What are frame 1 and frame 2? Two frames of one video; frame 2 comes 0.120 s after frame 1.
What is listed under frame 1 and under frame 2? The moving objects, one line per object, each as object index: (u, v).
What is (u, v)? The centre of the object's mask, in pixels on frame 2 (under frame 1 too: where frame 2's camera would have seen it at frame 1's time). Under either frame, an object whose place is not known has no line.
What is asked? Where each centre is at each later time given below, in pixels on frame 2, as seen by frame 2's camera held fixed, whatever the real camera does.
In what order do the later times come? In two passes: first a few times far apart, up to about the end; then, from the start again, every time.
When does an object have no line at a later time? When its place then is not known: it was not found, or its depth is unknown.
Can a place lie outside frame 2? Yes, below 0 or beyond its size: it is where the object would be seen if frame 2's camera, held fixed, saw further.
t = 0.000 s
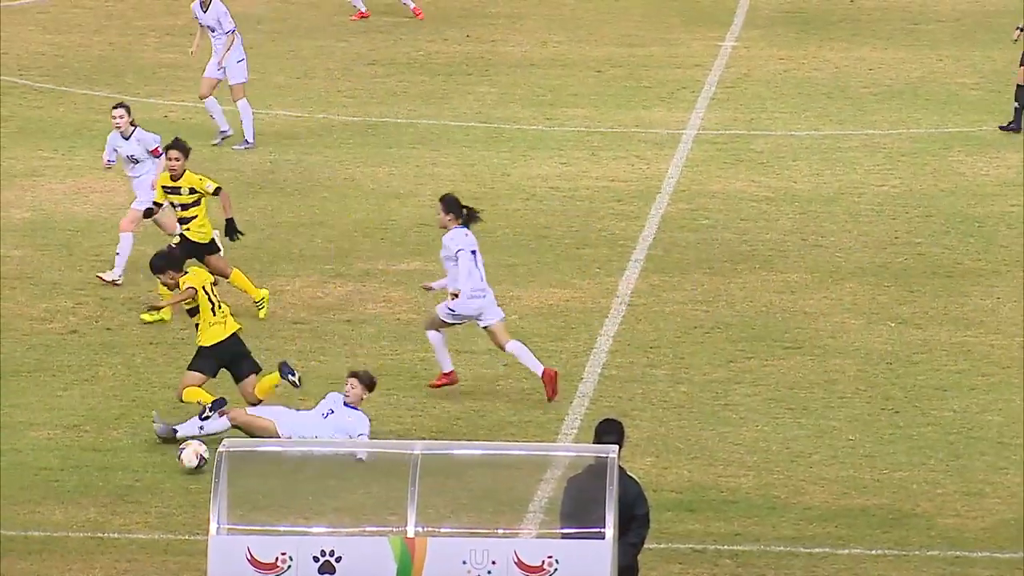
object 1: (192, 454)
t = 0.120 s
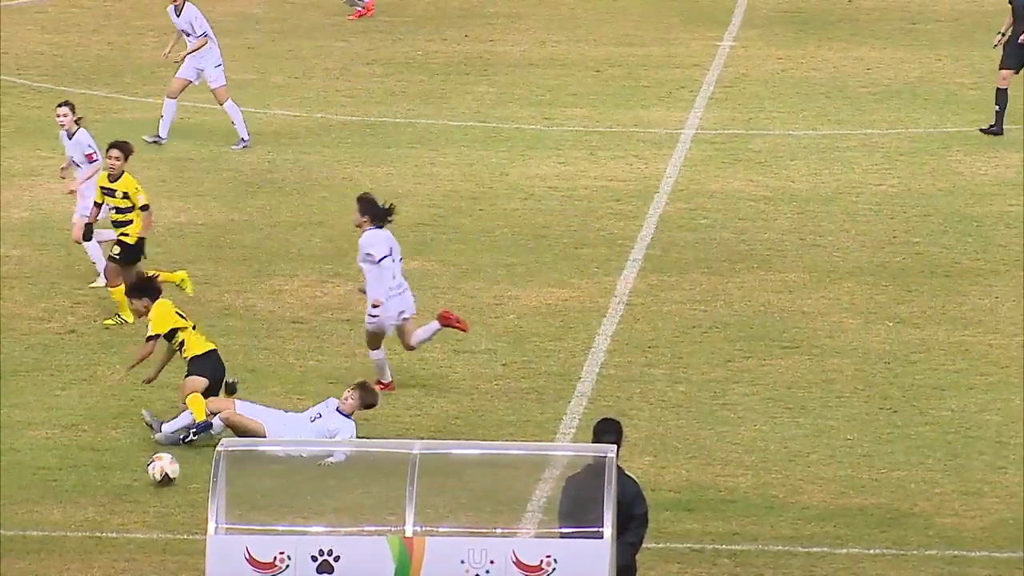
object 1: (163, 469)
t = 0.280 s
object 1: (124, 486)
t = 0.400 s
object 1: (97, 496)
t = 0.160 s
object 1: (153, 471)
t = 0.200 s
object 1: (143, 477)
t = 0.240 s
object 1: (134, 483)
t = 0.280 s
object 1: (124, 486)
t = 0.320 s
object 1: (114, 489)
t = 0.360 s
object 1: (105, 495)
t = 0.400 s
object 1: (97, 496)
